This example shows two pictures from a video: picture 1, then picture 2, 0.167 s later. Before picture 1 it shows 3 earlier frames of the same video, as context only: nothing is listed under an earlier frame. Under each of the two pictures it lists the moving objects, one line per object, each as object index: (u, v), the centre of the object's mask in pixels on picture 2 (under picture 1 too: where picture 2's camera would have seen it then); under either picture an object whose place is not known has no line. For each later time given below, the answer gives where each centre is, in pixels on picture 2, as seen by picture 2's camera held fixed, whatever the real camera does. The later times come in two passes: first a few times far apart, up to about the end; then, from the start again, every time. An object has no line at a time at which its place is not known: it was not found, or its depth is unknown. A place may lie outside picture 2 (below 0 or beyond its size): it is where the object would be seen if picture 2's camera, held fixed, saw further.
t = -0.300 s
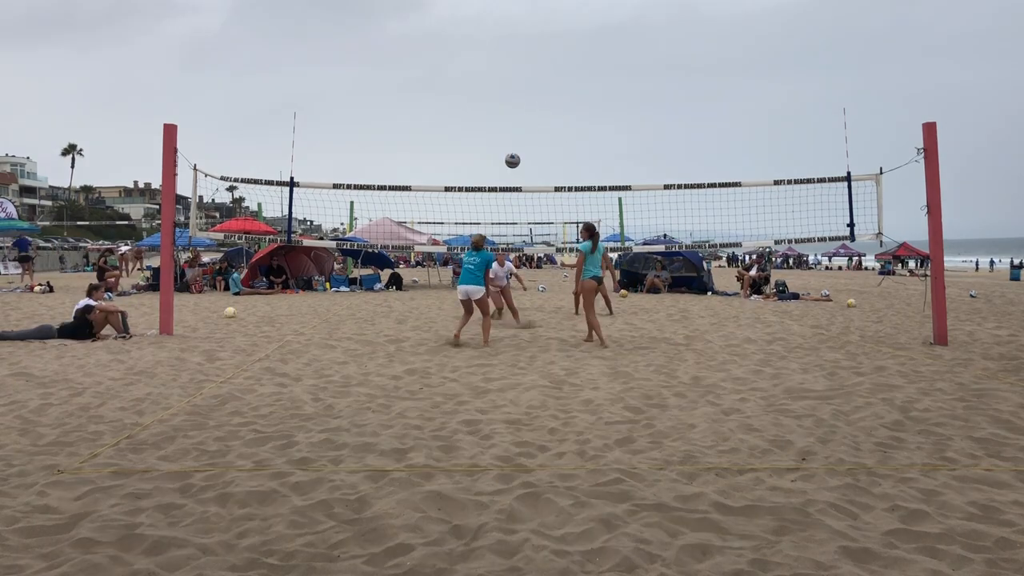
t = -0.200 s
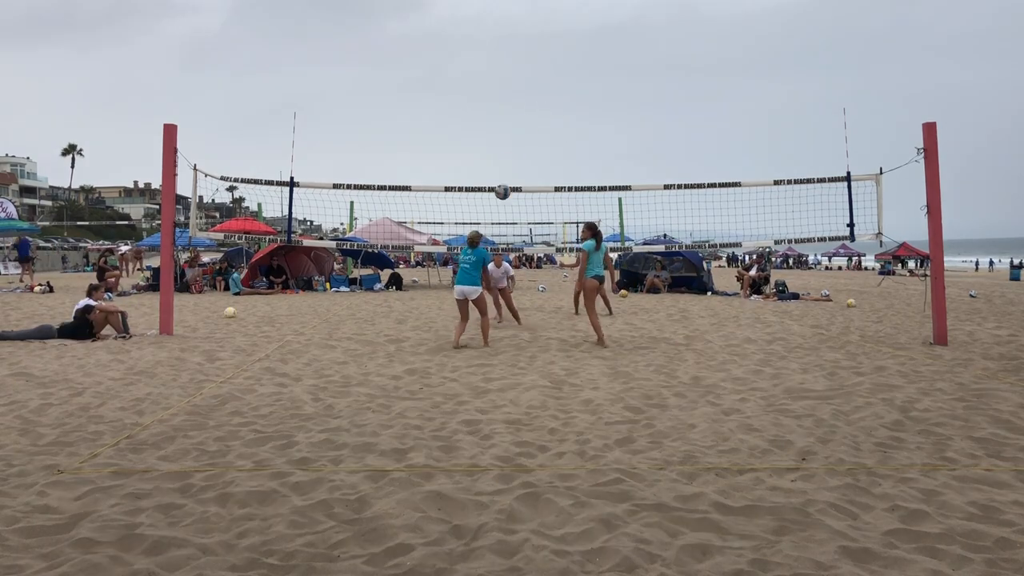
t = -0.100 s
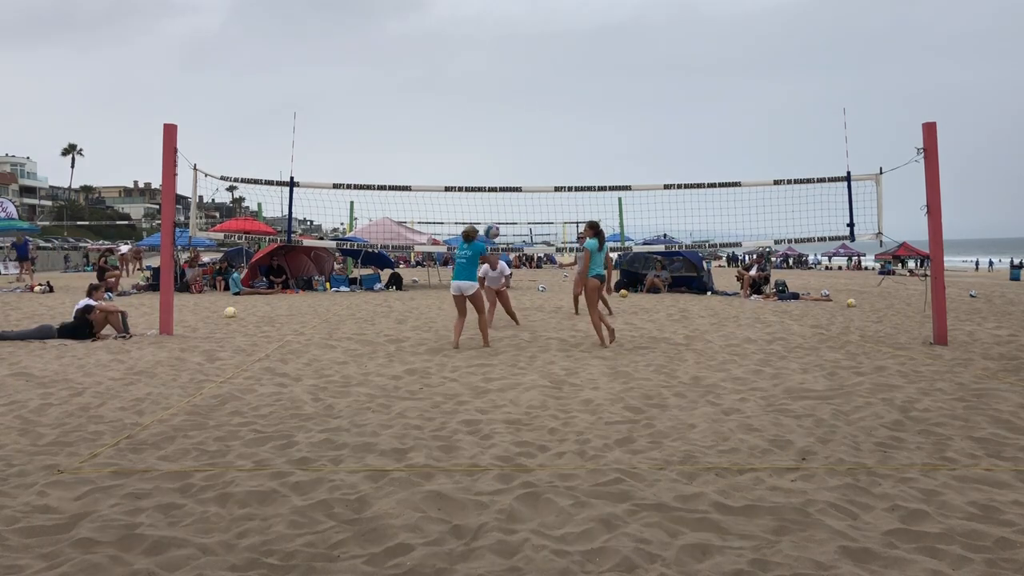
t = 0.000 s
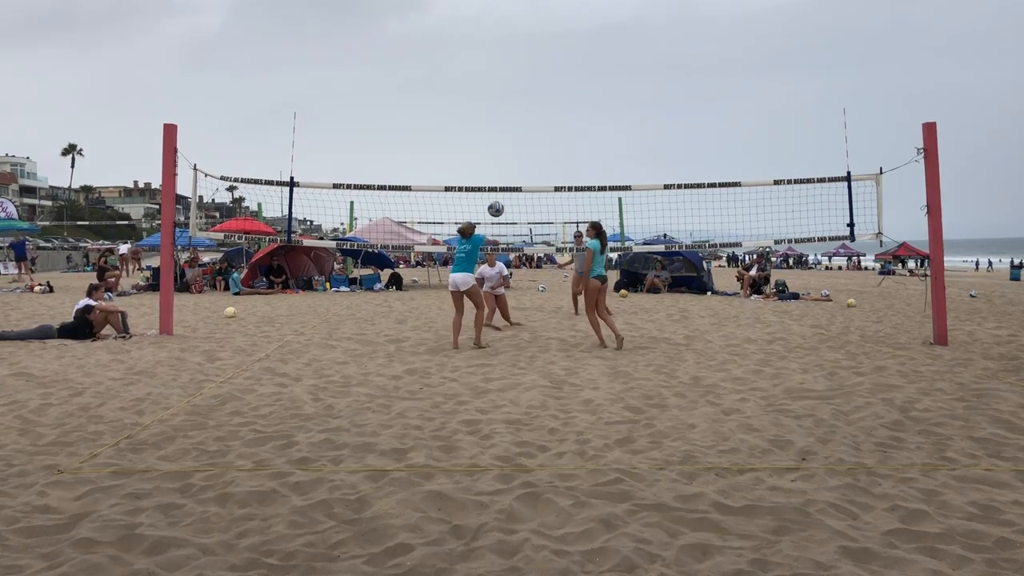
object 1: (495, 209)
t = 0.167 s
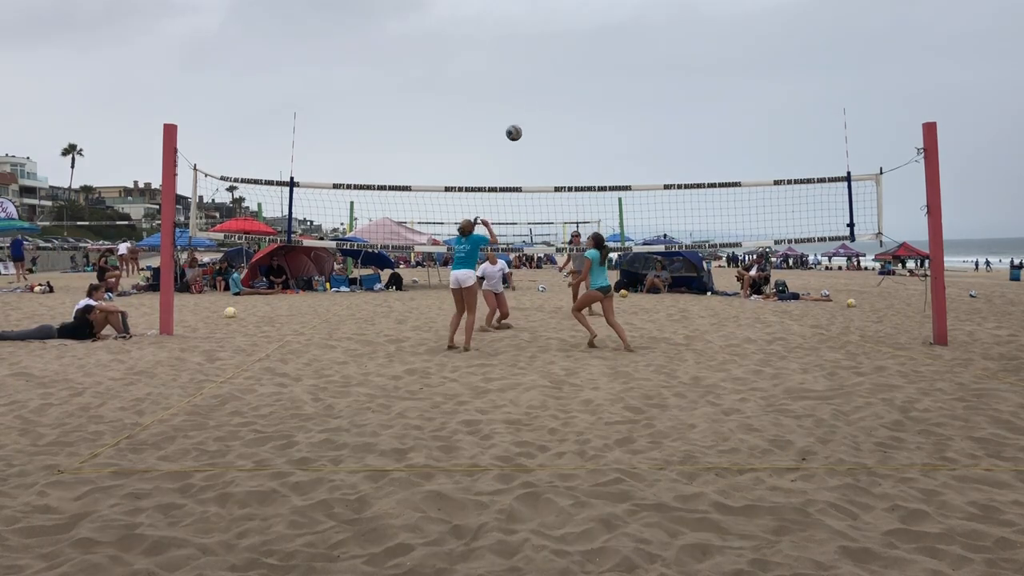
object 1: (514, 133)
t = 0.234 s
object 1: (521, 108)
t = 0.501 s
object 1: (545, 47)
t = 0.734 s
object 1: (564, 38)
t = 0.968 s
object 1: (580, 69)
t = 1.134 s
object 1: (590, 112)
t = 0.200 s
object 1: (517, 120)
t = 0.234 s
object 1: (521, 108)
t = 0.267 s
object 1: (524, 97)
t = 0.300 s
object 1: (527, 87)
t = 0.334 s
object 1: (530, 79)
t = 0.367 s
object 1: (534, 71)
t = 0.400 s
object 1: (537, 63)
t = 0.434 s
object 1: (539, 57)
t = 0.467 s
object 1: (542, 52)
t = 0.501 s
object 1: (545, 47)
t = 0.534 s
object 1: (548, 44)
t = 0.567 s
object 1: (551, 41)
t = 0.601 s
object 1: (553, 38)
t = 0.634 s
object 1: (556, 37)
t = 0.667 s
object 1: (559, 37)
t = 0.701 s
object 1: (561, 37)
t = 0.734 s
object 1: (564, 38)
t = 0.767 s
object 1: (567, 40)
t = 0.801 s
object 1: (569, 43)
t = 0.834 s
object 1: (571, 46)
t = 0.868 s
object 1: (574, 51)
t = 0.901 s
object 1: (576, 56)
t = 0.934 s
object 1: (578, 62)
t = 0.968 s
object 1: (580, 69)
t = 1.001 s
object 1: (582, 76)
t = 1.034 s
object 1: (584, 84)
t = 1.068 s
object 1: (586, 93)
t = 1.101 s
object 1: (588, 102)
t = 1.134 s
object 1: (590, 112)
